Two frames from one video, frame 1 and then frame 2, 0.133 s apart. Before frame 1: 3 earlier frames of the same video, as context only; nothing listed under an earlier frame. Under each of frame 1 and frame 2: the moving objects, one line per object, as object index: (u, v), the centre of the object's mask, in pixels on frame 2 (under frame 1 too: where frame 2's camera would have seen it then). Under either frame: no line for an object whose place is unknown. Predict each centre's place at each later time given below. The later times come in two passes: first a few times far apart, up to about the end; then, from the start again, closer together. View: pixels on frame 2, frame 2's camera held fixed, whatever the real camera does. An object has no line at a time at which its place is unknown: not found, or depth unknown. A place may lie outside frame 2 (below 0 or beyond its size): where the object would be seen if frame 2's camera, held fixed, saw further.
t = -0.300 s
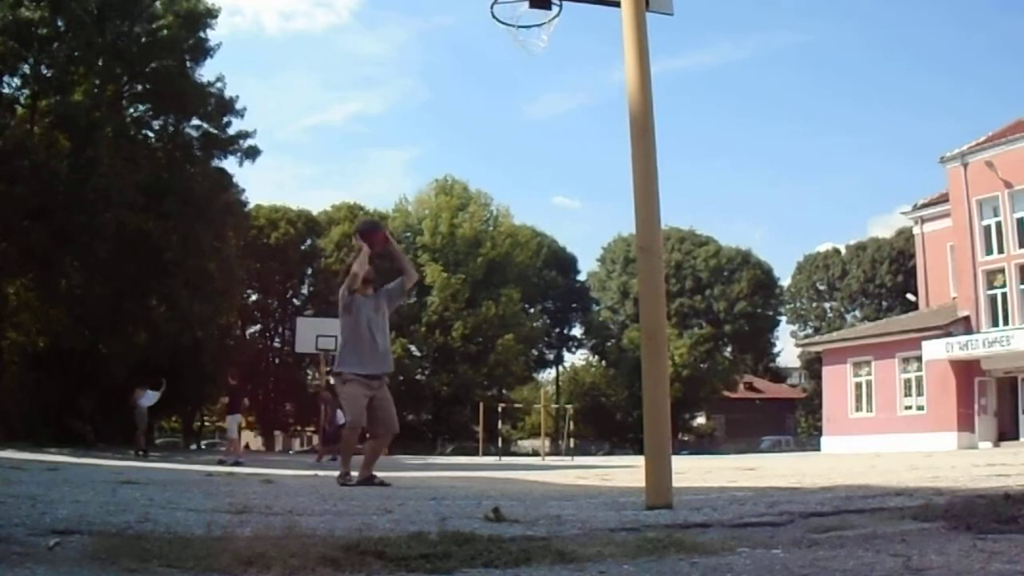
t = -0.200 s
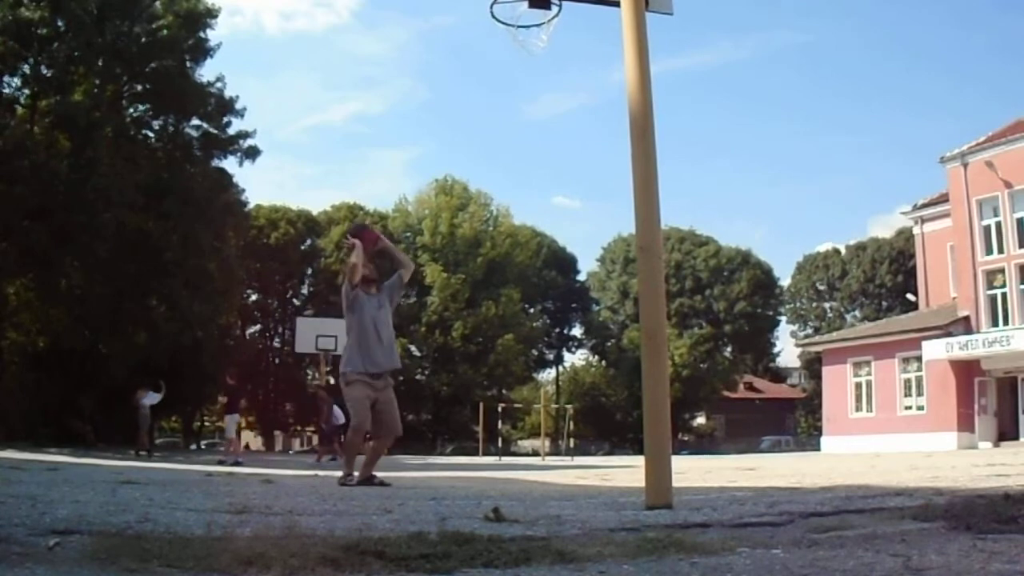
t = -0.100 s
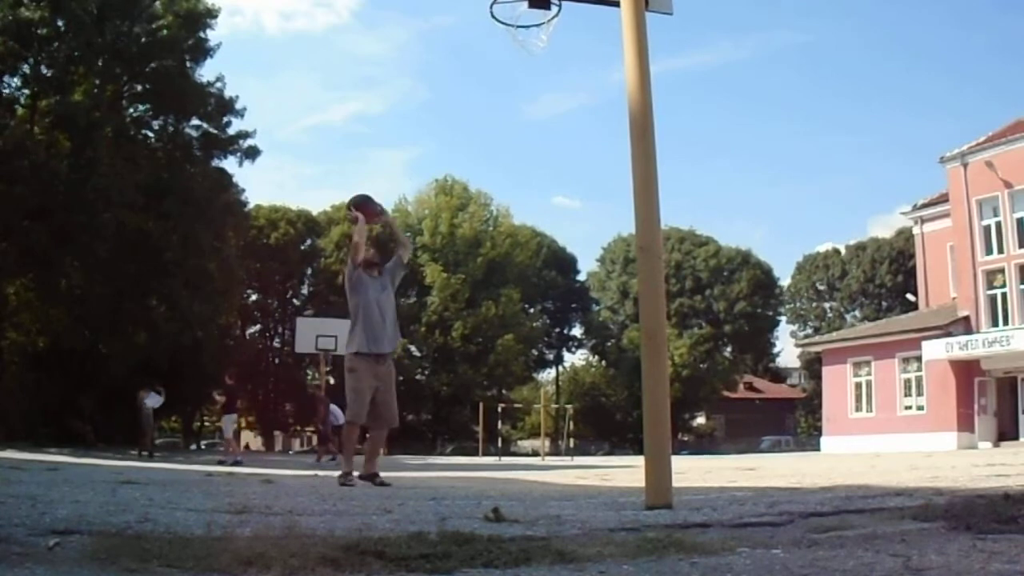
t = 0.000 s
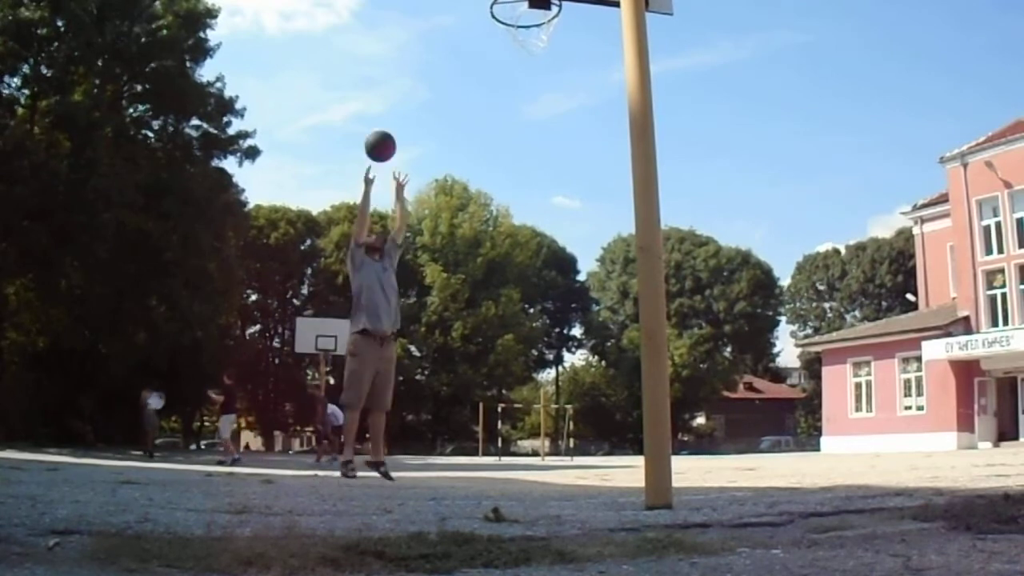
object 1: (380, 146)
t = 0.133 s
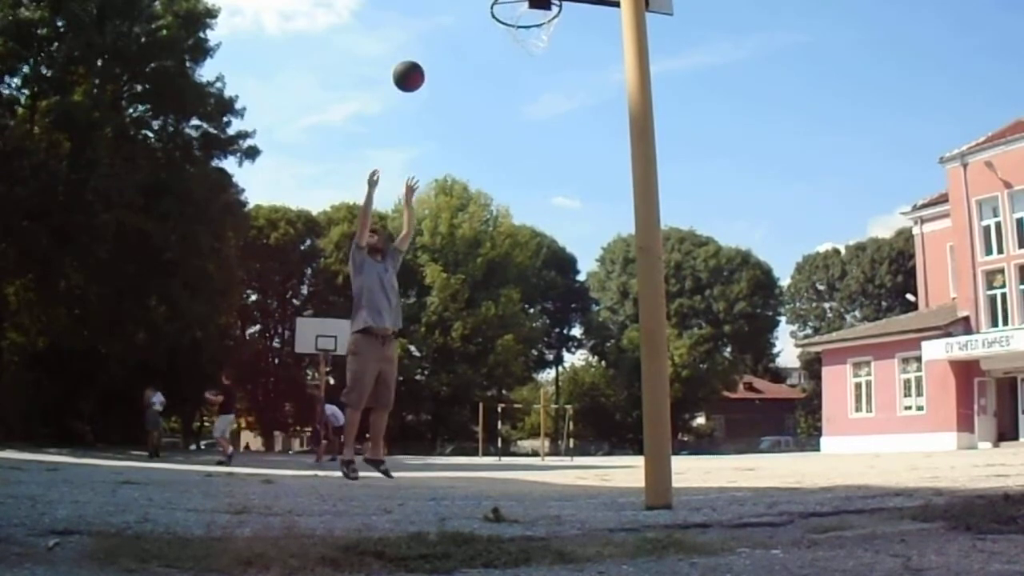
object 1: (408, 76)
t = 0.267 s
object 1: (437, 29)
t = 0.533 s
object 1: (494, 5)
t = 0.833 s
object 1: (565, 70)
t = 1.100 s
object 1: (628, 270)
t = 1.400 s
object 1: (702, 320)
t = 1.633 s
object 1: (723, 139)
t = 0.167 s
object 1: (415, 62)
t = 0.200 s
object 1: (422, 49)
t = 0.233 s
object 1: (430, 38)
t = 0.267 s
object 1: (437, 29)
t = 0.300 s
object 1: (444, 20)
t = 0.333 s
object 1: (451, 13)
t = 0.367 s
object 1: (458, 10)
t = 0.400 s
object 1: (465, 8)
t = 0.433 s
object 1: (472, 6)
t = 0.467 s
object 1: (479, 5)
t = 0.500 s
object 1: (486, 5)
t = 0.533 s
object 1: (494, 5)
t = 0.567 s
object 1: (502, 6)
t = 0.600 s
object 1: (509, 8)
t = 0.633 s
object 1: (516, 11)
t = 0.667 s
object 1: (523, 16)
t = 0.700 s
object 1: (532, 24)
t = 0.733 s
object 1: (541, 31)
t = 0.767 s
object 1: (548, 42)
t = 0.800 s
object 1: (556, 55)
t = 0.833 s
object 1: (565, 70)
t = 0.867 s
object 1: (573, 87)
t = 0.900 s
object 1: (582, 106)
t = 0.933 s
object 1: (591, 127)
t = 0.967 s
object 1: (600, 151)
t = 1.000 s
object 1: (609, 177)
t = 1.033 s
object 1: (617, 205)
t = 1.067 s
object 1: (623, 236)
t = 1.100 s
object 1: (628, 270)
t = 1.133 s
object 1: (633, 308)
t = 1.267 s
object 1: (689, 472)
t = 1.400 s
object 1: (702, 320)
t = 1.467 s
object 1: (709, 257)
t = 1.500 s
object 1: (712, 229)
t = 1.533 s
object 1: (715, 203)
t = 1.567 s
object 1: (718, 180)
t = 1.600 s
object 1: (720, 158)
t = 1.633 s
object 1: (723, 139)
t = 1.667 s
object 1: (725, 122)
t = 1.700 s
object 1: (728, 107)
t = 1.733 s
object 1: (730, 94)
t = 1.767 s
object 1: (733, 83)
